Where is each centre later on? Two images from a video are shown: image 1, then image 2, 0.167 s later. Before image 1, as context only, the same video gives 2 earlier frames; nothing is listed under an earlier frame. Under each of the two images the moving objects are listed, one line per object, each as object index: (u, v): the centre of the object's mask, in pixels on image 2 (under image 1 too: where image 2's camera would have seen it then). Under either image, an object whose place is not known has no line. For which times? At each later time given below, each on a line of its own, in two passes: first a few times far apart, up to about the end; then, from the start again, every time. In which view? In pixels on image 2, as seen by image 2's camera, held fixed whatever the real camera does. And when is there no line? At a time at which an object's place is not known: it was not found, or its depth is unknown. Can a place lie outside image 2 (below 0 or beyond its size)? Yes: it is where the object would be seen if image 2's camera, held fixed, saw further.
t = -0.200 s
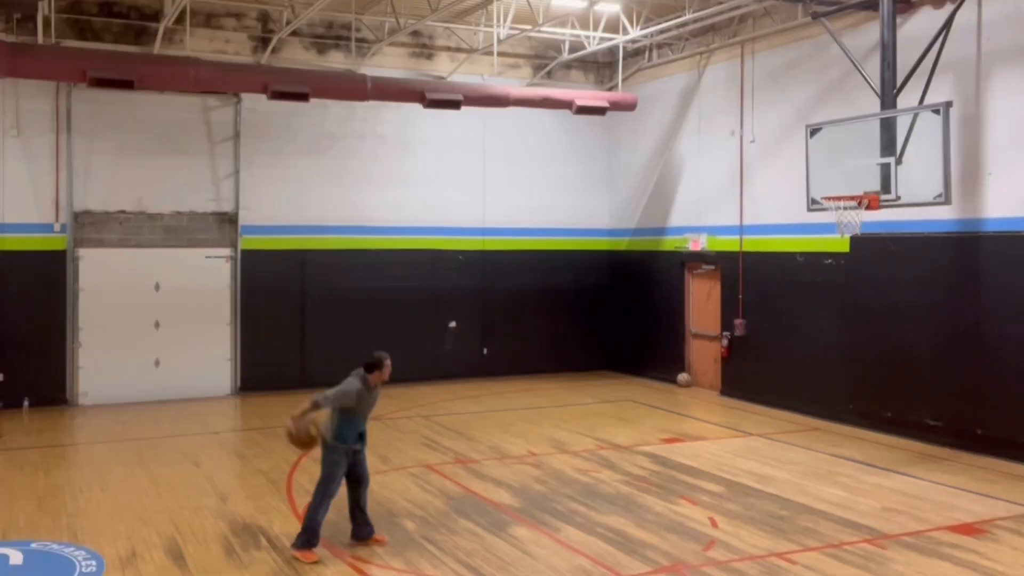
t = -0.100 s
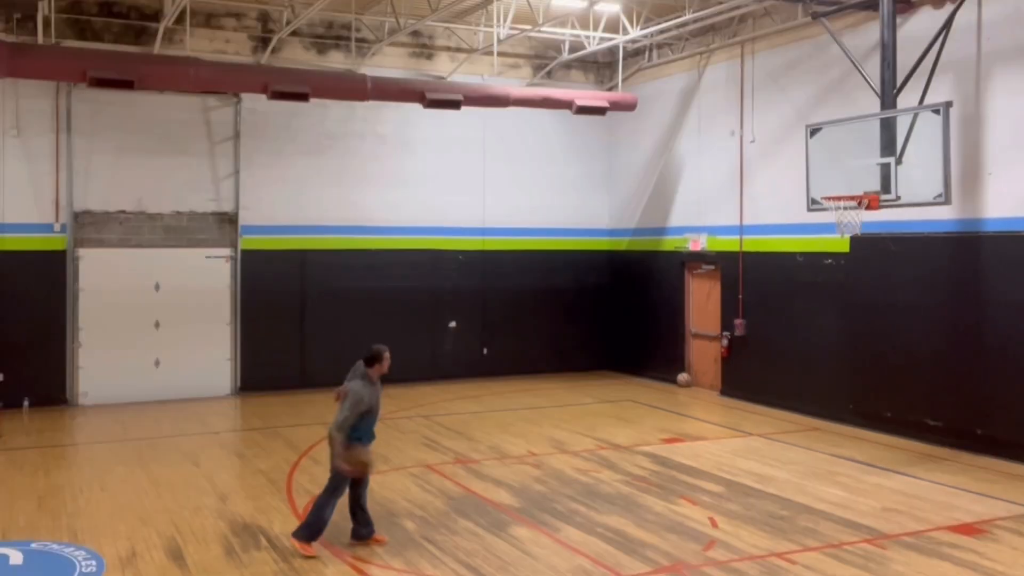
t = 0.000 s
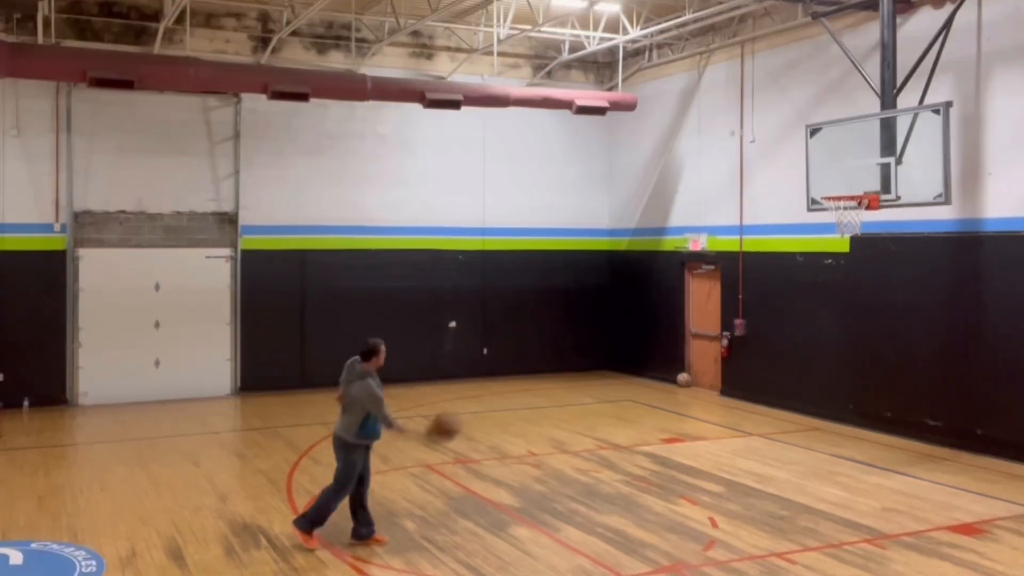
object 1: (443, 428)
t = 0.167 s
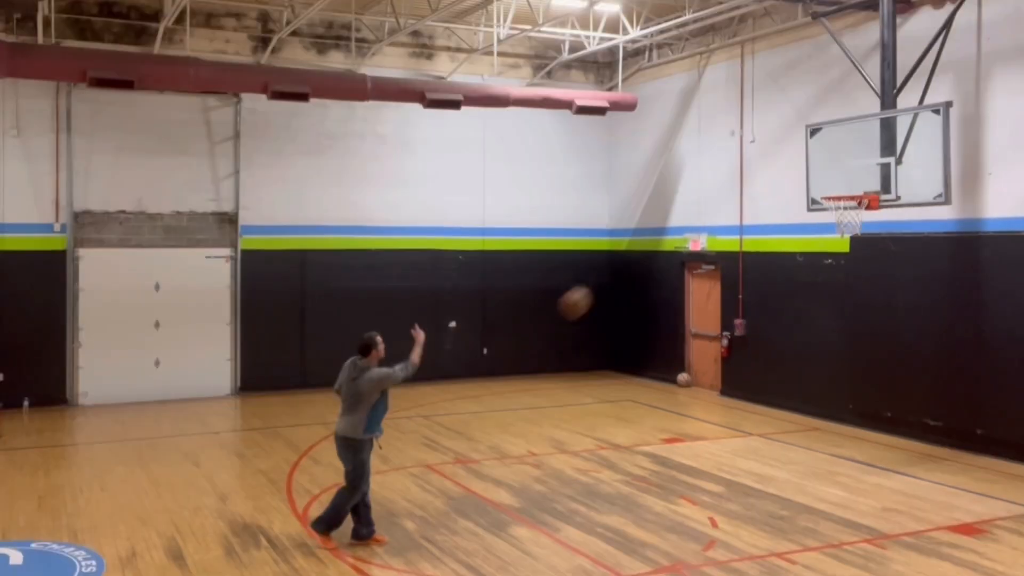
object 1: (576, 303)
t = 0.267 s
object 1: (644, 253)
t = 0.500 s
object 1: (790, 183)
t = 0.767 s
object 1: (884, 173)
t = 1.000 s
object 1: (786, 189)
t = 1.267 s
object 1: (667, 275)
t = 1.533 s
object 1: (539, 443)
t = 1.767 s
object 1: (459, 438)
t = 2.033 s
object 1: (389, 353)
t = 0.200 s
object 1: (599, 284)
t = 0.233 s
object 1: (623, 266)
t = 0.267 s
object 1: (644, 253)
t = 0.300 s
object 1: (667, 236)
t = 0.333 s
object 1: (689, 224)
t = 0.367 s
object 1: (710, 213)
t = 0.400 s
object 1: (731, 204)
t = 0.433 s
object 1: (751, 196)
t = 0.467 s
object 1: (771, 189)
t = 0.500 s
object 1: (790, 183)
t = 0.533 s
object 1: (809, 179)
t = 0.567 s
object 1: (828, 177)
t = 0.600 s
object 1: (845, 175)
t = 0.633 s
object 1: (863, 174)
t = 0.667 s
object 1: (880, 174)
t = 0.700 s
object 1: (897, 175)
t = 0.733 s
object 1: (897, 174)
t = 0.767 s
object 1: (884, 173)
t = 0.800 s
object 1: (871, 172)
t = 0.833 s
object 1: (857, 172)
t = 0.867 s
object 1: (844, 173)
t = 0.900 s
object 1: (830, 176)
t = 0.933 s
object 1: (815, 179)
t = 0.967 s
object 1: (801, 184)
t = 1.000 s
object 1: (786, 189)
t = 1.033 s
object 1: (772, 195)
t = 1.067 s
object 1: (757, 203)
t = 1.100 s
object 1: (742, 212)
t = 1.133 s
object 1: (727, 222)
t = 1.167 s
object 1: (712, 233)
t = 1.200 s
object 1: (696, 249)
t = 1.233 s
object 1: (682, 261)
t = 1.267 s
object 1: (667, 275)
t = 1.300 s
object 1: (651, 291)
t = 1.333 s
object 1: (636, 309)
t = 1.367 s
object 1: (620, 328)
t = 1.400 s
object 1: (604, 349)
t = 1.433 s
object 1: (589, 367)
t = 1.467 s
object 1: (573, 391)
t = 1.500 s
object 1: (556, 417)
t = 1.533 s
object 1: (539, 443)
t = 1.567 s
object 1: (524, 470)
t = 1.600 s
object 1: (506, 501)
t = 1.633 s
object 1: (493, 508)
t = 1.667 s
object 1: (484, 489)
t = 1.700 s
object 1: (476, 471)
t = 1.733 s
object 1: (467, 453)
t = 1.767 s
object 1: (459, 438)
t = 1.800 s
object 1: (450, 423)
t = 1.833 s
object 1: (441, 409)
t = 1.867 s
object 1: (433, 396)
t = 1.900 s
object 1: (424, 385)
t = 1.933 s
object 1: (415, 375)
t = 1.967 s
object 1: (407, 367)
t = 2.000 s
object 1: (398, 360)
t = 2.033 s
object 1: (389, 353)
